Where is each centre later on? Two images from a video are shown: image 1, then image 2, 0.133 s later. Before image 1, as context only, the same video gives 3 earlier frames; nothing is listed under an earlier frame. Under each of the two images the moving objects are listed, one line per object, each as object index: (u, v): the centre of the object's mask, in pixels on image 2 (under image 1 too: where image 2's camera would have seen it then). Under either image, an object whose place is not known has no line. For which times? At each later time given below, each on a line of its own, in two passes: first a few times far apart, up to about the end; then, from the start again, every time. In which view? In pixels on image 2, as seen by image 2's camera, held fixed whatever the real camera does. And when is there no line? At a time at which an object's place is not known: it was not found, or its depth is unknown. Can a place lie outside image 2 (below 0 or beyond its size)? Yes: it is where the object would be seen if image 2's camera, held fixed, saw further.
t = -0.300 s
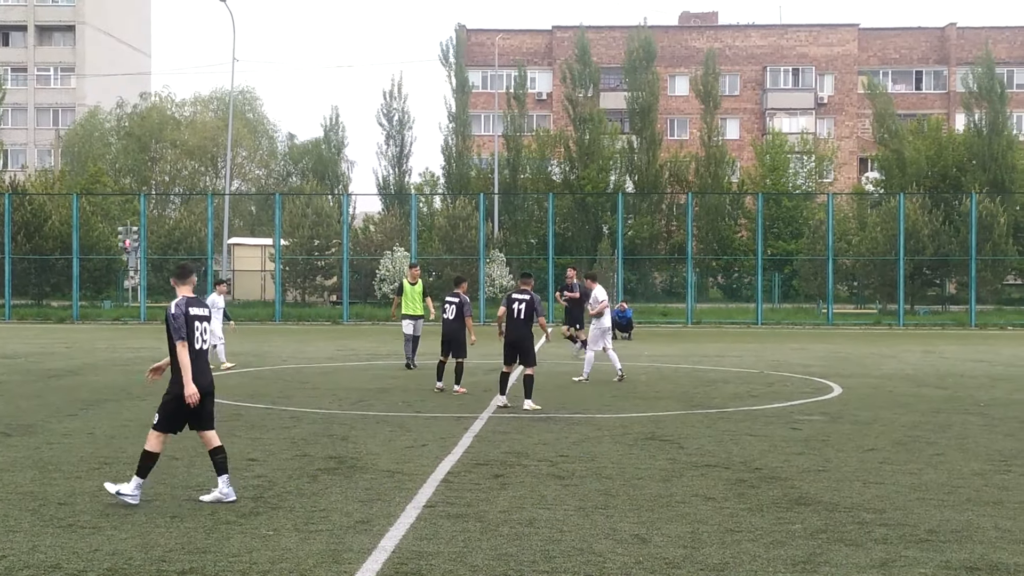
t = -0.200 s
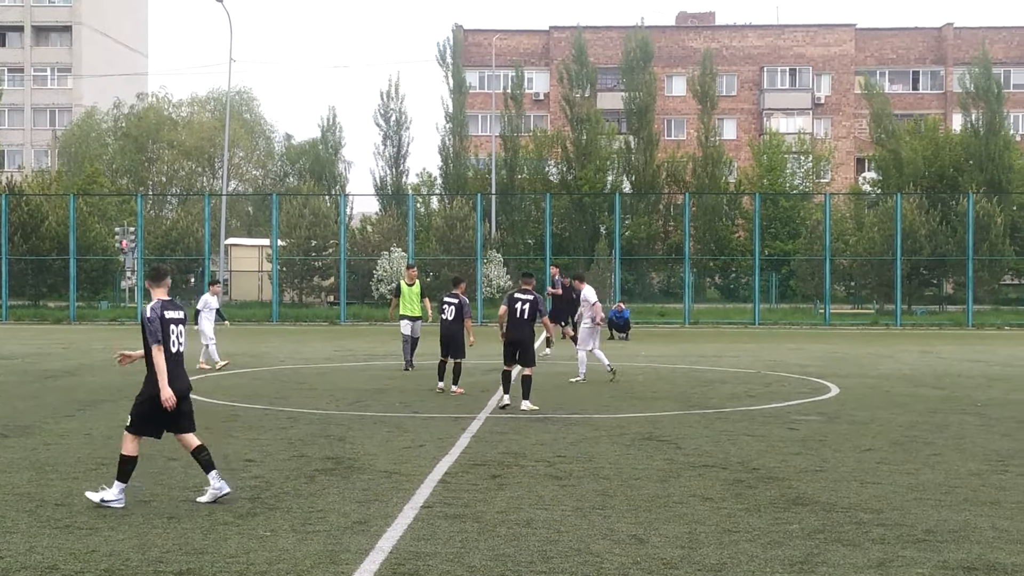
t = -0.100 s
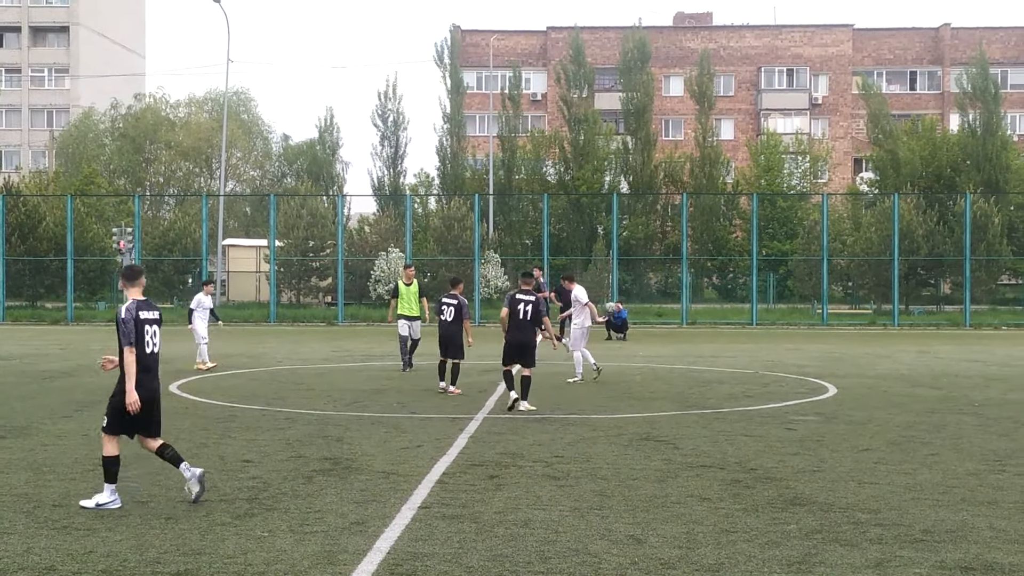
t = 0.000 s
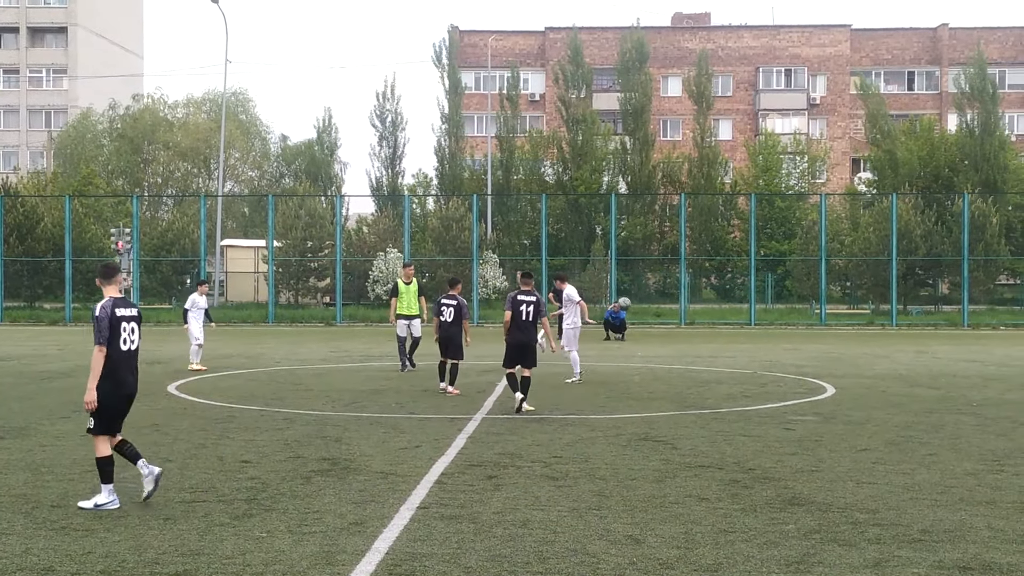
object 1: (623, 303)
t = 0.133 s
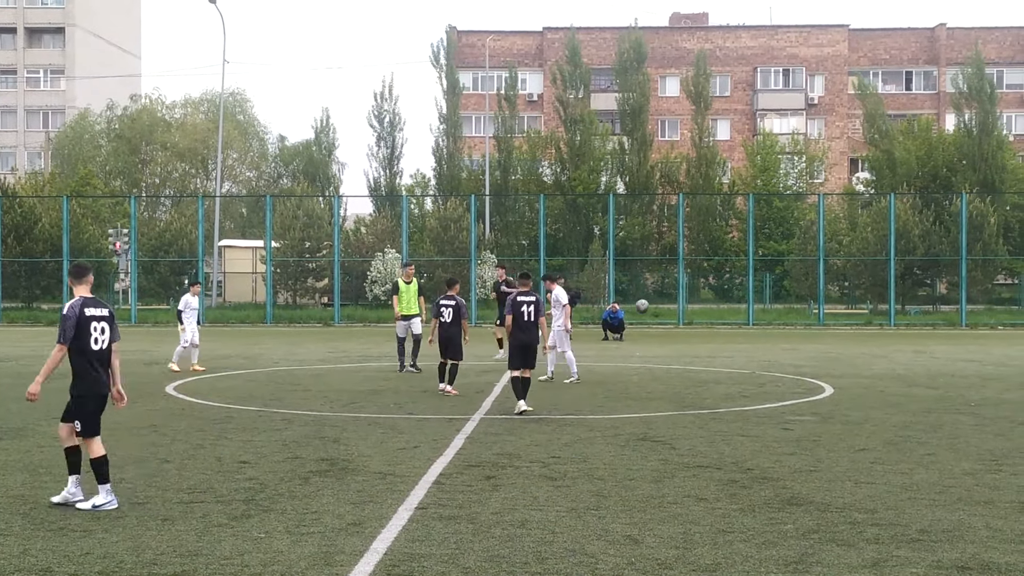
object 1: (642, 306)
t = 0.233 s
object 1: (657, 315)
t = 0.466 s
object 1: (690, 358)
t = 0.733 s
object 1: (708, 337)
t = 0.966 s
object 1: (720, 329)
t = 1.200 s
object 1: (730, 352)
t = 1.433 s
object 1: (740, 352)
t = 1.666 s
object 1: (749, 344)
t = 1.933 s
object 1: (758, 366)
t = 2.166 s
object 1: (764, 351)
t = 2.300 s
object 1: (767, 356)
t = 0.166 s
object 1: (647, 308)
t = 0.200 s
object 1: (652, 311)
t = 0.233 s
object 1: (657, 315)
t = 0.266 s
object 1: (662, 319)
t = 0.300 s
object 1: (667, 324)
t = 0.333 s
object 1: (671, 329)
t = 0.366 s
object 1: (676, 336)
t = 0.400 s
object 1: (681, 342)
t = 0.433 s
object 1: (685, 350)
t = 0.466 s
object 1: (690, 358)
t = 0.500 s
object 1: (695, 367)
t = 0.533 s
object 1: (698, 371)
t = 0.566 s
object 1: (700, 363)
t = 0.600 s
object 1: (702, 357)
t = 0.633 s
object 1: (703, 351)
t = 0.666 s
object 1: (705, 346)
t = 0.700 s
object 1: (706, 341)
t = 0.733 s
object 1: (708, 337)
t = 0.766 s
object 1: (710, 334)
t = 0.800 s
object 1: (711, 332)
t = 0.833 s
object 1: (713, 330)
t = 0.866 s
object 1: (715, 328)
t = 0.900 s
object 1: (716, 328)
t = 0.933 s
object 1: (718, 328)
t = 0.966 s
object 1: (720, 329)
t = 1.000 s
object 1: (721, 330)
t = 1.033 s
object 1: (722, 332)
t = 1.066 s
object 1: (724, 335)
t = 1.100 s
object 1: (726, 338)
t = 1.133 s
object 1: (727, 342)
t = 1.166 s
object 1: (729, 347)
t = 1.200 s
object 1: (730, 352)
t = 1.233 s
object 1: (732, 358)
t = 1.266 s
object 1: (734, 365)
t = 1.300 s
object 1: (735, 371)
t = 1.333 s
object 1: (736, 365)
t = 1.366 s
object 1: (737, 360)
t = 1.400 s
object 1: (739, 356)
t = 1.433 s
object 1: (740, 352)
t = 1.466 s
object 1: (741, 349)
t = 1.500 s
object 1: (743, 347)
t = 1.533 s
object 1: (744, 345)
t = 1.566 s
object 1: (745, 343)
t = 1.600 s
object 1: (746, 343)
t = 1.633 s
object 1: (747, 343)
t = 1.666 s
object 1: (749, 344)
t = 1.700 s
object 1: (750, 345)
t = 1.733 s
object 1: (751, 347)
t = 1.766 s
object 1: (752, 350)
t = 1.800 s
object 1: (754, 353)
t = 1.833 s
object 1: (755, 357)
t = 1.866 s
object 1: (756, 362)
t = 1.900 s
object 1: (757, 367)
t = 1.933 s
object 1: (758, 366)
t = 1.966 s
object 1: (759, 362)
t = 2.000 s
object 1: (760, 358)
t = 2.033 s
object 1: (761, 356)
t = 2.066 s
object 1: (761, 354)
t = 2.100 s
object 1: (762, 352)
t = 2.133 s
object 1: (763, 352)
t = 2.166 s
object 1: (764, 351)
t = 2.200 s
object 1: (764, 352)
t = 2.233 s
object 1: (765, 353)
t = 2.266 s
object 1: (766, 354)
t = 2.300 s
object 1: (767, 356)
